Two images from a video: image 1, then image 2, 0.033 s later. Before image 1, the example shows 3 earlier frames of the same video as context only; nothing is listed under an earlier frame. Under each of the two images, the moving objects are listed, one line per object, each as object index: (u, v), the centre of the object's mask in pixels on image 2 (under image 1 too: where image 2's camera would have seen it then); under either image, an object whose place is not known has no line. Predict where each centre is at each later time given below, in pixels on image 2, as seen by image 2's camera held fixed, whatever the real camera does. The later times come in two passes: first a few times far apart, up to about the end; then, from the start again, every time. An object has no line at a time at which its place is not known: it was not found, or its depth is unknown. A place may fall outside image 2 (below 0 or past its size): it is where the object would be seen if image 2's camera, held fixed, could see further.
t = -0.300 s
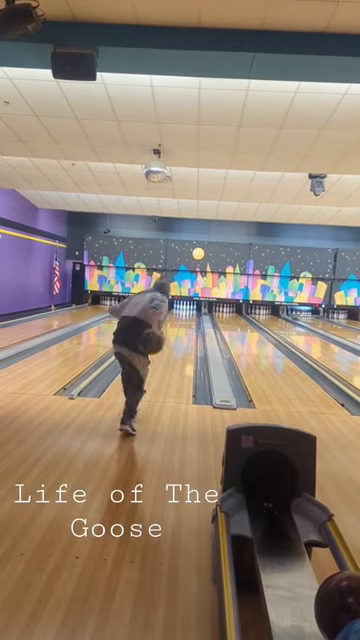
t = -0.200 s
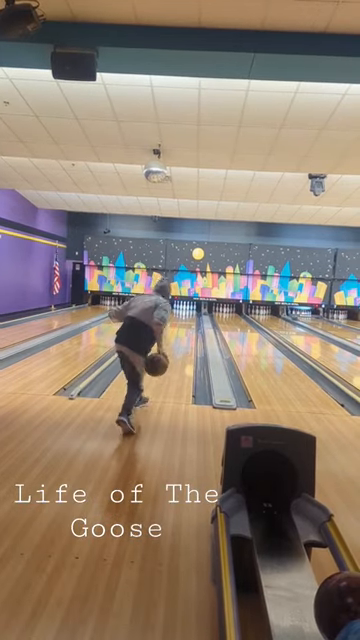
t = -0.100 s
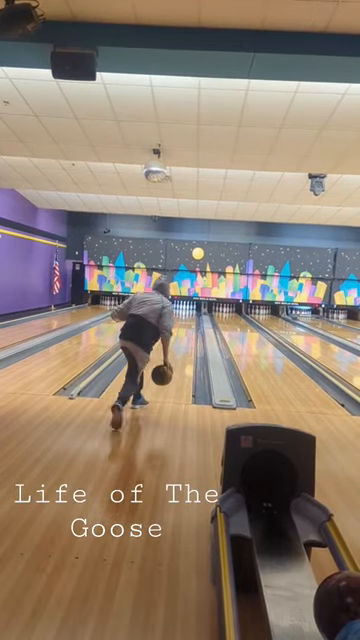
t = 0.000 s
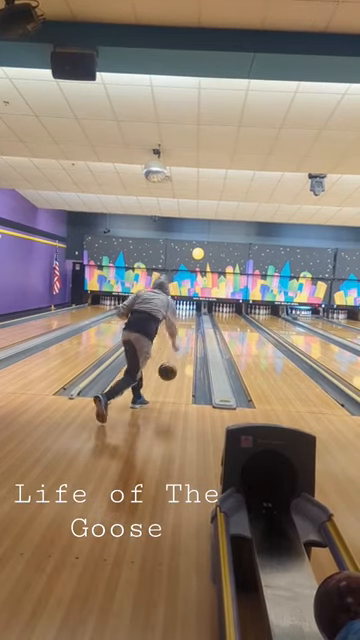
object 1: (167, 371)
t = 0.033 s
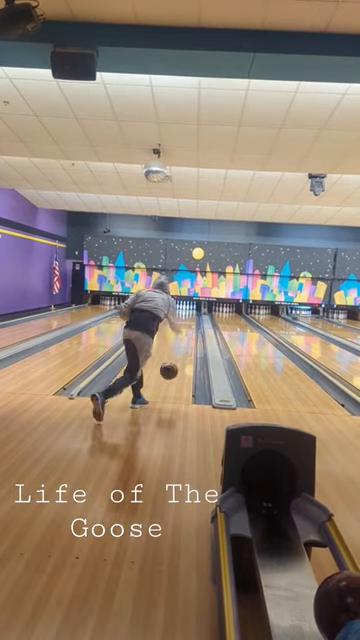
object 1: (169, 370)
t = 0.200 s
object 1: (173, 373)
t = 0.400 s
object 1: (179, 358)
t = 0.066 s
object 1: (170, 371)
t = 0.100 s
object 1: (171, 371)
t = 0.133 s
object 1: (172, 373)
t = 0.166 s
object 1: (172, 376)
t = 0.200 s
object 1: (173, 373)
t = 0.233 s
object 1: (175, 369)
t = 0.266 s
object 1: (175, 367)
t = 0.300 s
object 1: (176, 365)
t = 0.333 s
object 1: (177, 363)
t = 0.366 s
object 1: (178, 361)
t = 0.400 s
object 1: (179, 358)
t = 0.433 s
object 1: (179, 357)
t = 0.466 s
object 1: (180, 355)
